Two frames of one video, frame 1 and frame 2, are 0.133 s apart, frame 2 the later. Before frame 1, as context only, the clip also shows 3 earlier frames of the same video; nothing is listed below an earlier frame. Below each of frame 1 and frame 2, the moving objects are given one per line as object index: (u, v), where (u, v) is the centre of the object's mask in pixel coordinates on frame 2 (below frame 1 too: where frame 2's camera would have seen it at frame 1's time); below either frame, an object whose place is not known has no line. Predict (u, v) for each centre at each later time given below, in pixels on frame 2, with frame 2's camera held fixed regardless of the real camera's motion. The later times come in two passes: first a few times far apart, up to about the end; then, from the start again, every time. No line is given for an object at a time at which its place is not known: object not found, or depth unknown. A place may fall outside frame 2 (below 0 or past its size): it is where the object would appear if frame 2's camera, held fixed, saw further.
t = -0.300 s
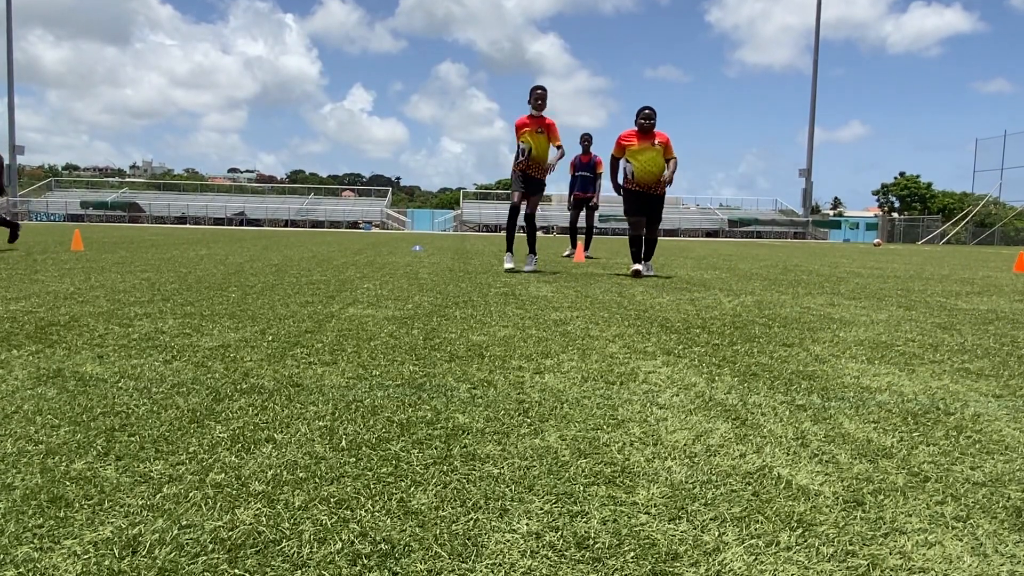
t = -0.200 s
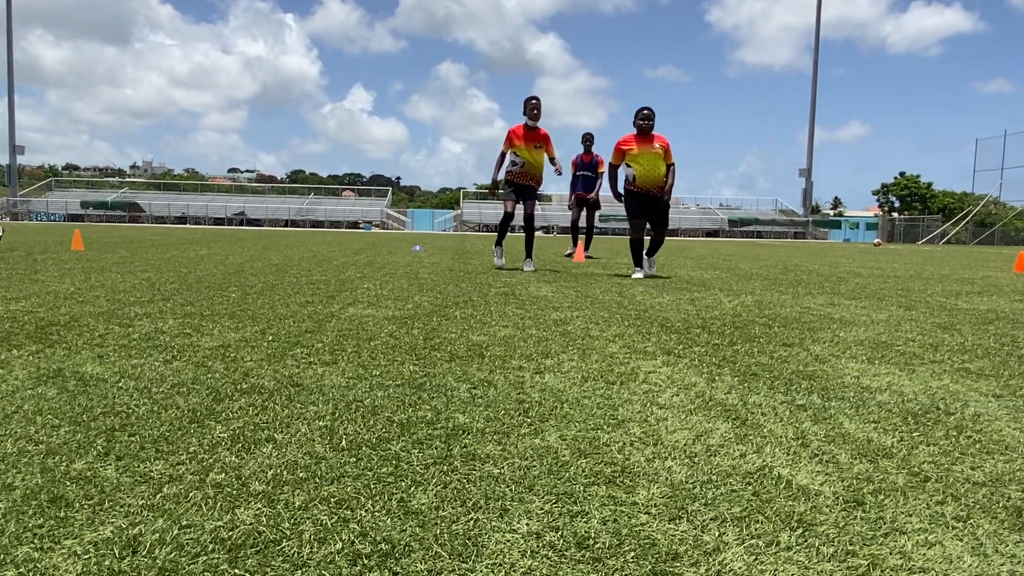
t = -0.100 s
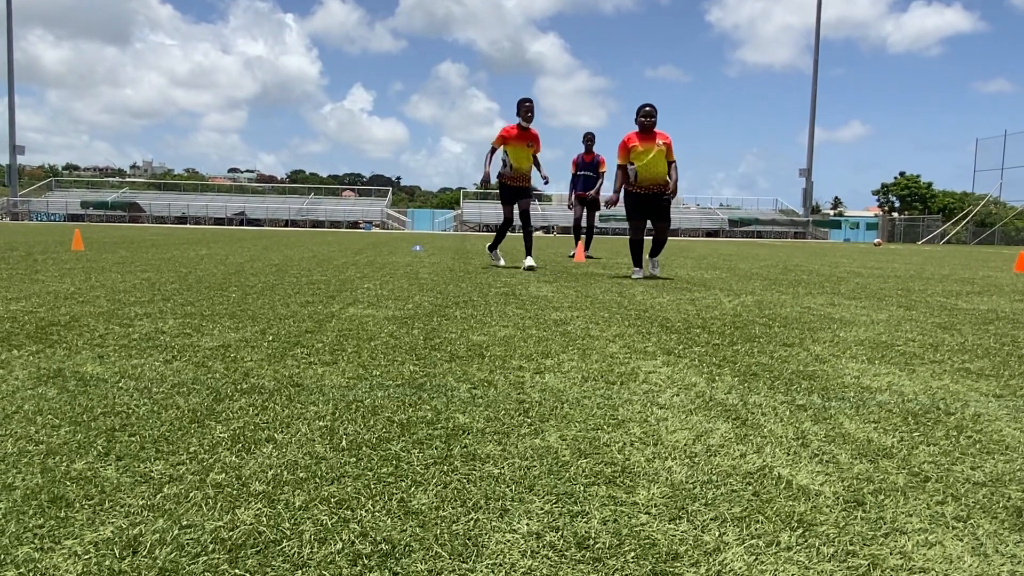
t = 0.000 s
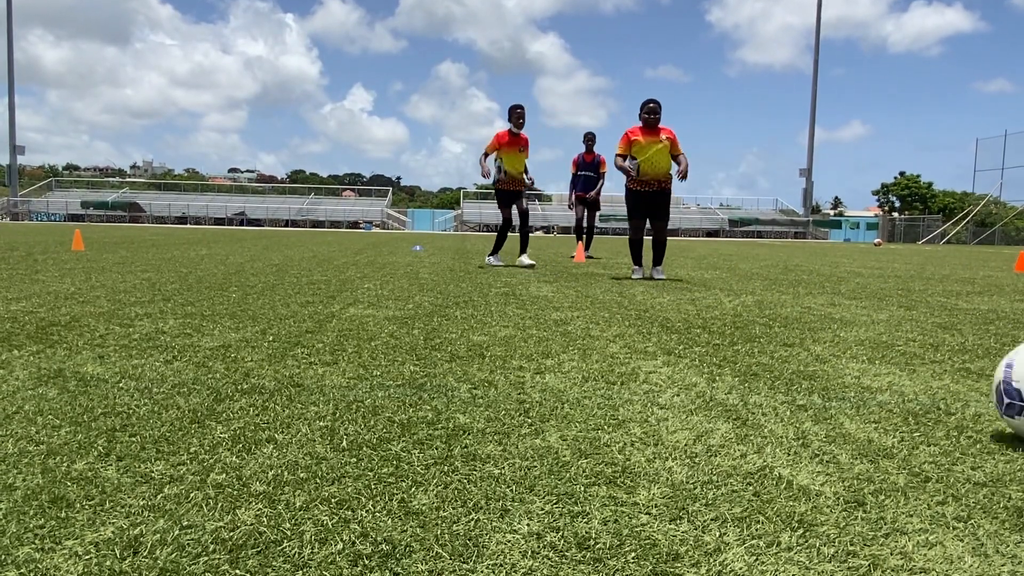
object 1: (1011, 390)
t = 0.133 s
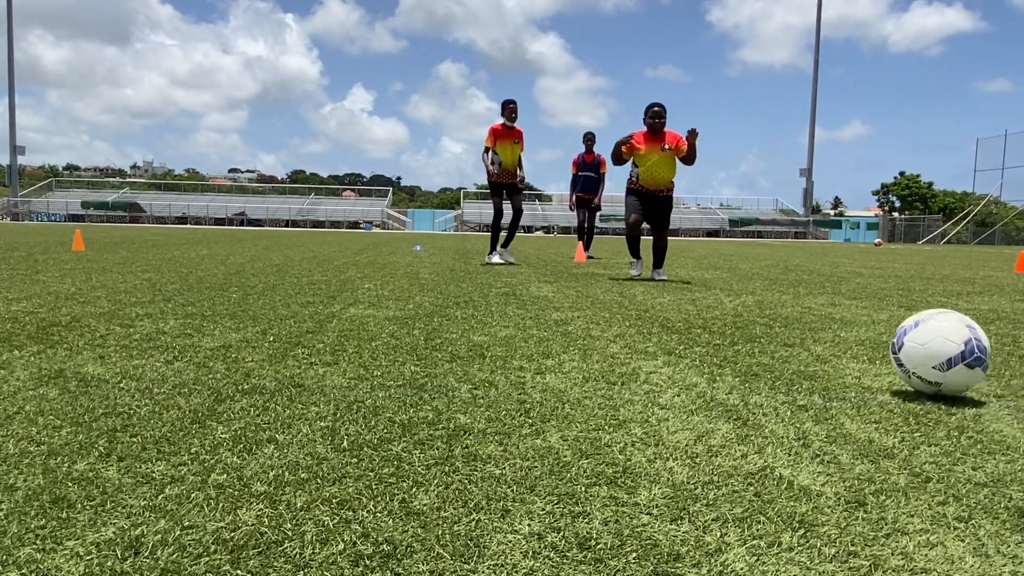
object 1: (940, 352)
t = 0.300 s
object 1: (856, 328)
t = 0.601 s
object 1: (771, 300)
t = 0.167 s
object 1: (919, 351)
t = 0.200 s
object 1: (901, 345)
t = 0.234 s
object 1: (885, 338)
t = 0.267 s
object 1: (870, 334)
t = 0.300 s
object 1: (856, 328)
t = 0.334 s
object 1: (843, 322)
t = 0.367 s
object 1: (831, 319)
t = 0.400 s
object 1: (820, 318)
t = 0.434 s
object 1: (811, 314)
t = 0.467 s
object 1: (802, 310)
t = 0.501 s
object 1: (793, 309)
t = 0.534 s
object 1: (785, 306)
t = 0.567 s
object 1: (778, 303)
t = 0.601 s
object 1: (771, 300)
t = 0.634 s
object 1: (765, 302)
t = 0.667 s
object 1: (759, 298)
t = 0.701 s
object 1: (754, 296)
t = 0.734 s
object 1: (749, 296)
